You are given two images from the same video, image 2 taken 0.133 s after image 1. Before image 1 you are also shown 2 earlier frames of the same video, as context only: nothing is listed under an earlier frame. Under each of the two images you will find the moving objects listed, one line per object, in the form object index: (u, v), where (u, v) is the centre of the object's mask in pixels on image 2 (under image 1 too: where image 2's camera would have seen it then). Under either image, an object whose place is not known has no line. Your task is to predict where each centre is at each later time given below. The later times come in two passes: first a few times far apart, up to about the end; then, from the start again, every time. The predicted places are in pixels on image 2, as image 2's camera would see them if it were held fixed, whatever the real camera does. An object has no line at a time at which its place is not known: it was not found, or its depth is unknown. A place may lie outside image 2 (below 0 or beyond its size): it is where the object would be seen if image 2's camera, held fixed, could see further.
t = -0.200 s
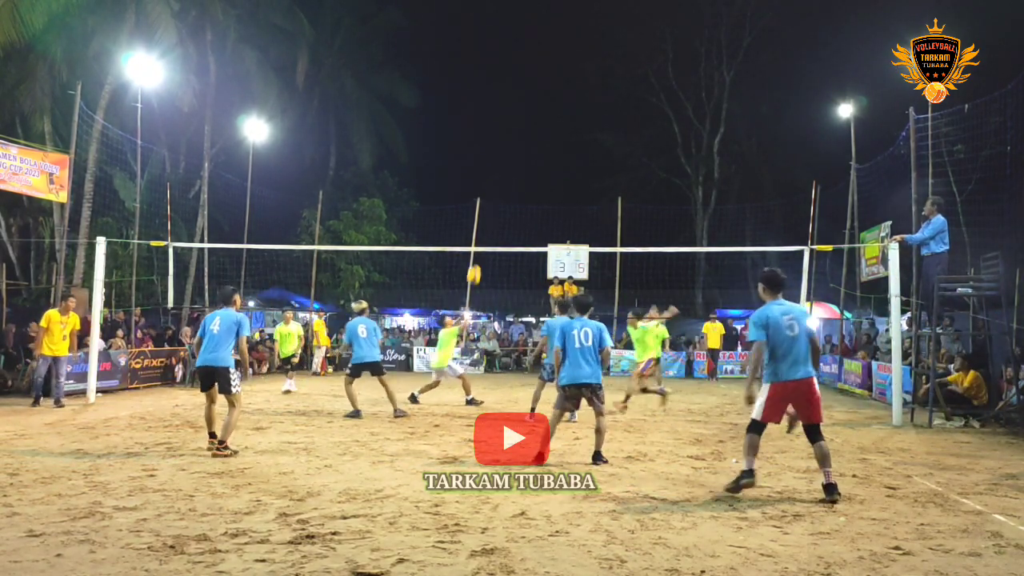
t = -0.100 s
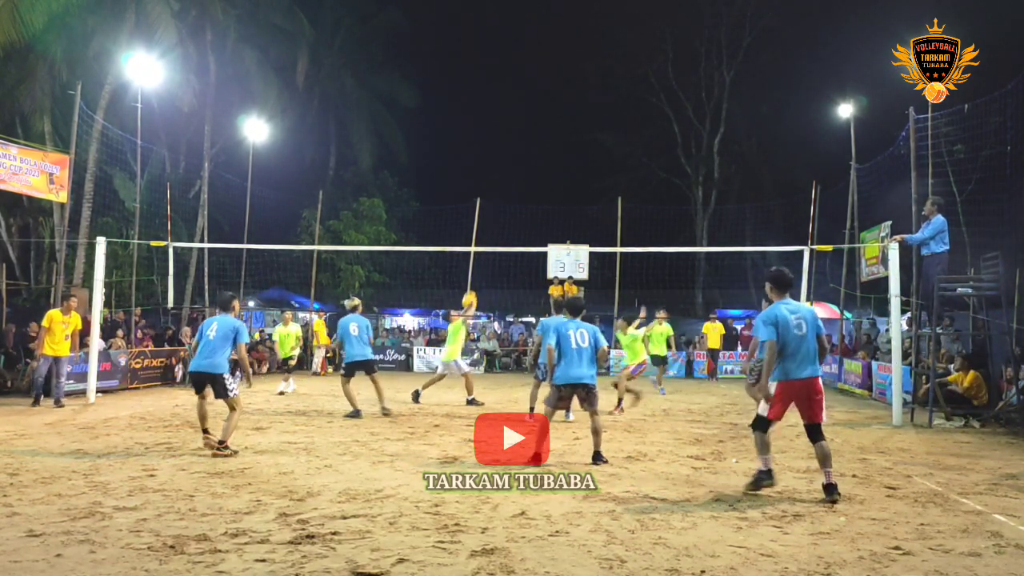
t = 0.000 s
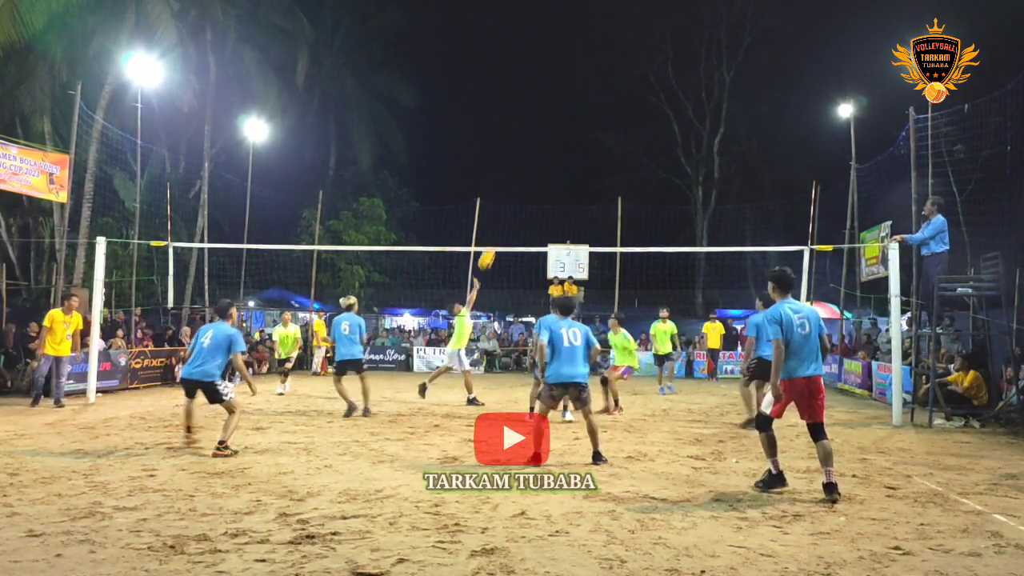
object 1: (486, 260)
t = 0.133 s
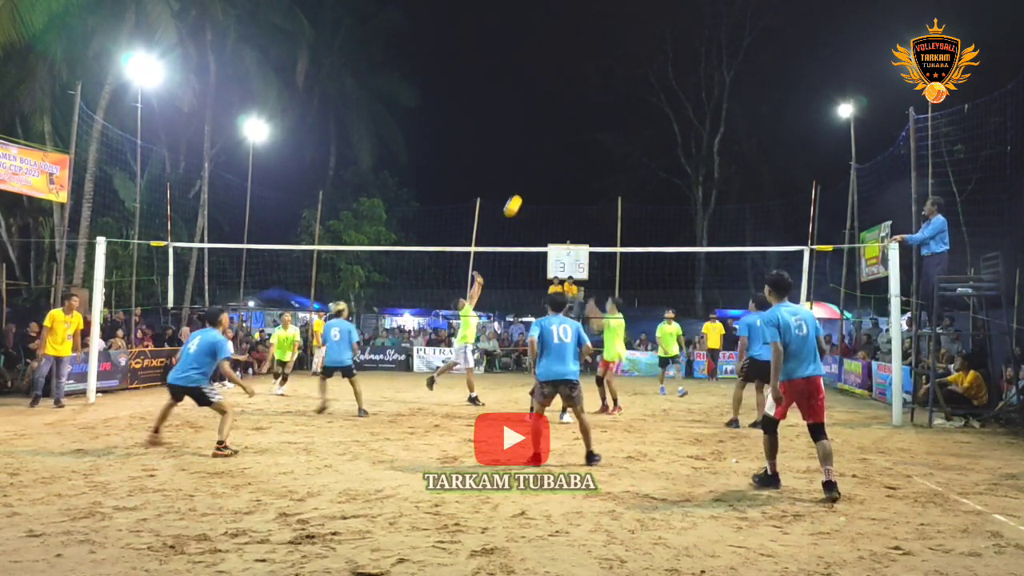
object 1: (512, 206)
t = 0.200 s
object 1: (525, 184)
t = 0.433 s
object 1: (570, 129)
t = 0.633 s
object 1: (608, 109)
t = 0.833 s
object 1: (646, 115)
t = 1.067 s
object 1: (691, 156)
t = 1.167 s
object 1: (710, 185)
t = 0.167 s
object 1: (519, 194)
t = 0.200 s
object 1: (525, 184)
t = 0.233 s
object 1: (531, 174)
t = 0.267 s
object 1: (538, 165)
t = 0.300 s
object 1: (544, 156)
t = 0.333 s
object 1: (550, 149)
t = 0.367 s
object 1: (557, 141)
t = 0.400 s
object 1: (563, 135)
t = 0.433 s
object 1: (570, 129)
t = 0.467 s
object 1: (576, 124)
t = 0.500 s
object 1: (583, 120)
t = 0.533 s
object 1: (589, 116)
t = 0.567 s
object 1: (595, 113)
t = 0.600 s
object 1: (602, 111)
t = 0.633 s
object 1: (608, 109)
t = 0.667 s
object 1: (614, 108)
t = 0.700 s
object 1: (621, 108)
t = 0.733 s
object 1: (627, 109)
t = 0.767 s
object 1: (633, 110)
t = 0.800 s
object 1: (640, 112)
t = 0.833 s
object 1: (646, 115)
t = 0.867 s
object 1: (652, 118)
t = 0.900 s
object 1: (659, 123)
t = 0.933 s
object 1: (665, 128)
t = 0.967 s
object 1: (672, 134)
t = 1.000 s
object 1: (678, 140)
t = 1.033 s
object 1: (685, 148)
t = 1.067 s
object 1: (691, 156)
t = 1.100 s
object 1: (697, 165)
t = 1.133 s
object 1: (704, 174)
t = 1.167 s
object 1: (710, 185)
